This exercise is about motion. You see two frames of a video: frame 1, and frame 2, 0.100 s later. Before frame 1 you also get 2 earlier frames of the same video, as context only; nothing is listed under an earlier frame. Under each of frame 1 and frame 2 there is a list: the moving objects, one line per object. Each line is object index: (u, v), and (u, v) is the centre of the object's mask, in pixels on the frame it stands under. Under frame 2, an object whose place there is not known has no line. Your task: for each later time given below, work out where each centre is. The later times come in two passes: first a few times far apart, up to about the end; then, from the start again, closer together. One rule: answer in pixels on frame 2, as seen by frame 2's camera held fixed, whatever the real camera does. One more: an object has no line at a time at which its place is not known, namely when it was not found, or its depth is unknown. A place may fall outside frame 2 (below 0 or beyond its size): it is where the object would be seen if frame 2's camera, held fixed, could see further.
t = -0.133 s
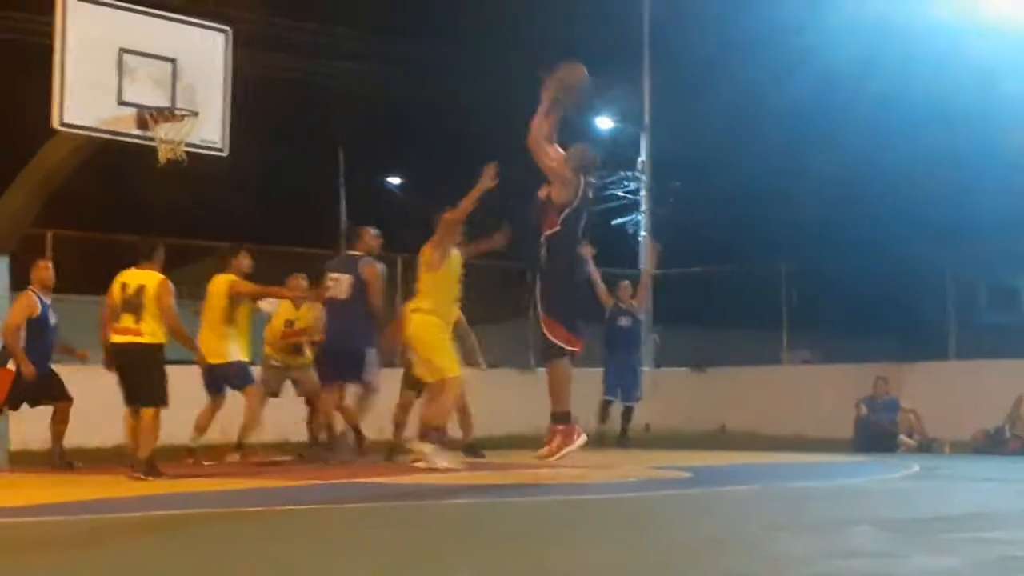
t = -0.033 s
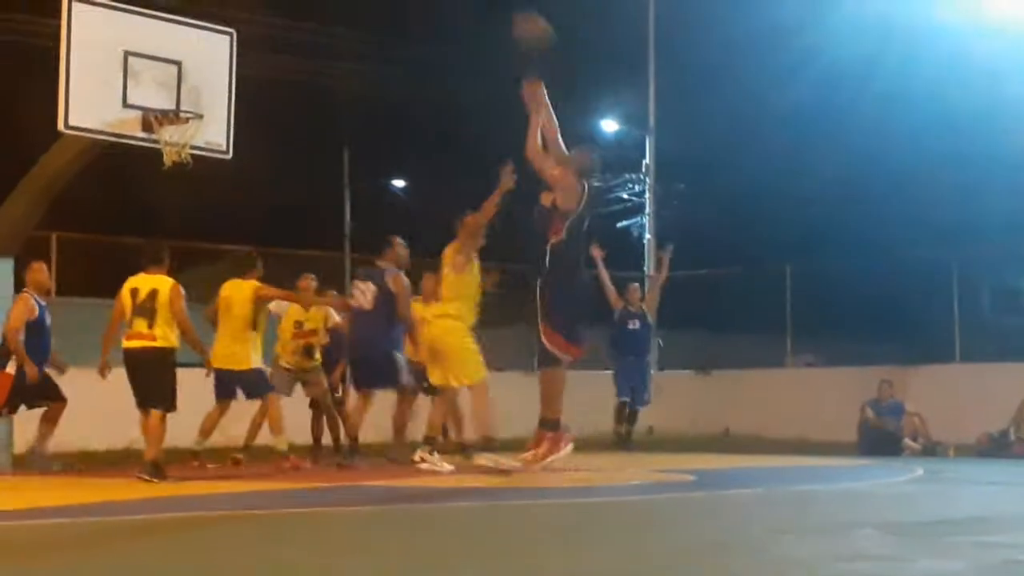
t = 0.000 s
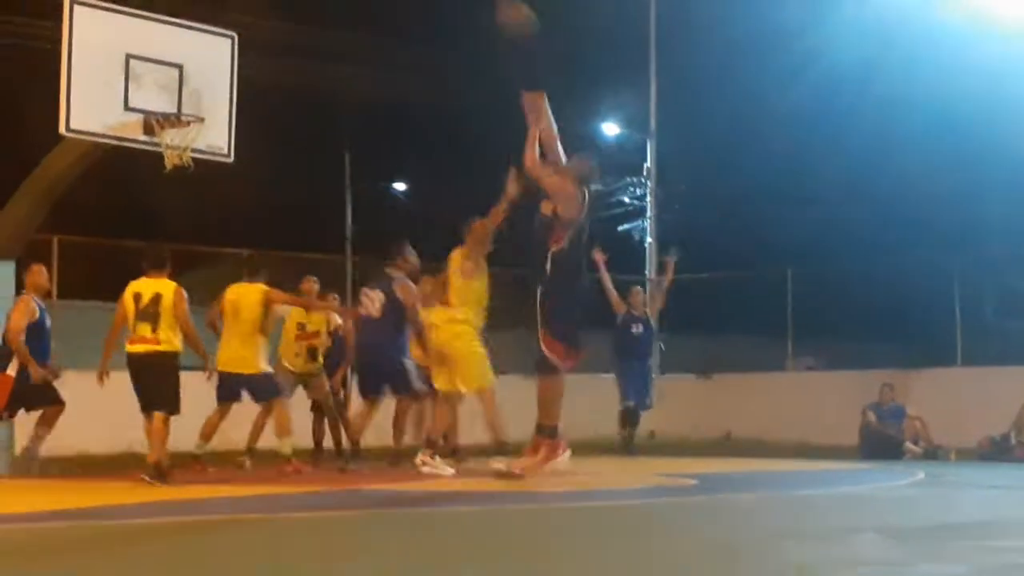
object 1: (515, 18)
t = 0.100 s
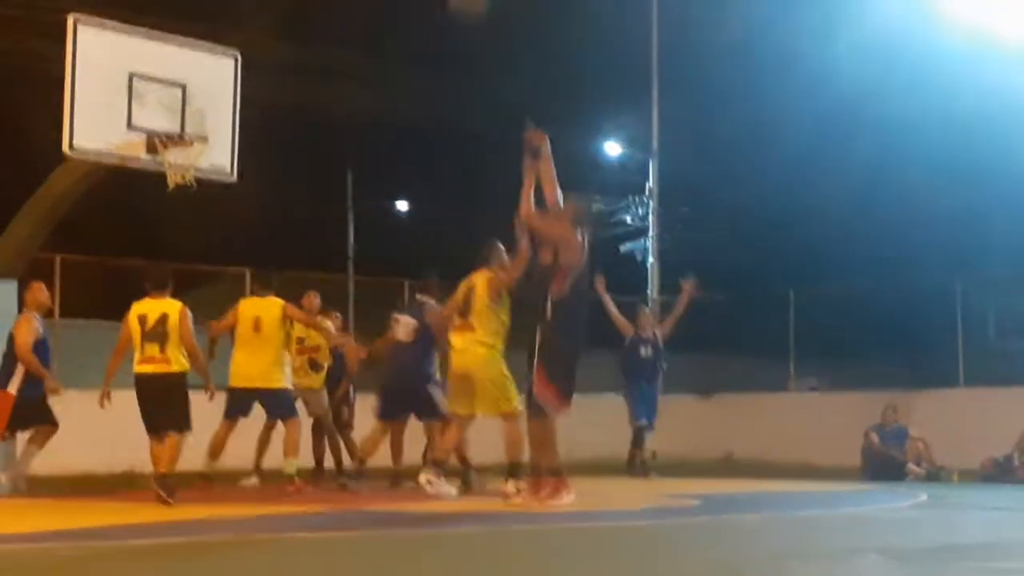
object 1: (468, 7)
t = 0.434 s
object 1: (325, -10)
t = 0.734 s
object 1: (219, 79)
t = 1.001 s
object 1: (164, 156)
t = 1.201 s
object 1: (177, 178)
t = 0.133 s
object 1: (454, 1)
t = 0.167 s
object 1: (442, -4)
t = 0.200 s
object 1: (425, -9)
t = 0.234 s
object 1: (410, -13)
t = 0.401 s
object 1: (337, -13)
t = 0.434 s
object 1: (325, -10)
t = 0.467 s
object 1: (313, -7)
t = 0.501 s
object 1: (300, -2)
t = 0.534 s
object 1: (288, 7)
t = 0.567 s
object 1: (276, 17)
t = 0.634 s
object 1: (253, 38)
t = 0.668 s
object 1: (244, 47)
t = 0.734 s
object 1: (219, 79)
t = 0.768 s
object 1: (209, 94)
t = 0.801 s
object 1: (199, 109)
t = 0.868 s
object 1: (177, 143)
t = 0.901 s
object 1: (167, 150)
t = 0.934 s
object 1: (162, 157)
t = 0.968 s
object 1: (162, 157)
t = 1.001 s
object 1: (164, 156)
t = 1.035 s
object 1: (167, 156)
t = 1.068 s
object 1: (168, 155)
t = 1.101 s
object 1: (171, 161)
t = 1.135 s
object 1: (173, 165)
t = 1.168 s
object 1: (176, 172)
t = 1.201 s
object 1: (177, 178)
